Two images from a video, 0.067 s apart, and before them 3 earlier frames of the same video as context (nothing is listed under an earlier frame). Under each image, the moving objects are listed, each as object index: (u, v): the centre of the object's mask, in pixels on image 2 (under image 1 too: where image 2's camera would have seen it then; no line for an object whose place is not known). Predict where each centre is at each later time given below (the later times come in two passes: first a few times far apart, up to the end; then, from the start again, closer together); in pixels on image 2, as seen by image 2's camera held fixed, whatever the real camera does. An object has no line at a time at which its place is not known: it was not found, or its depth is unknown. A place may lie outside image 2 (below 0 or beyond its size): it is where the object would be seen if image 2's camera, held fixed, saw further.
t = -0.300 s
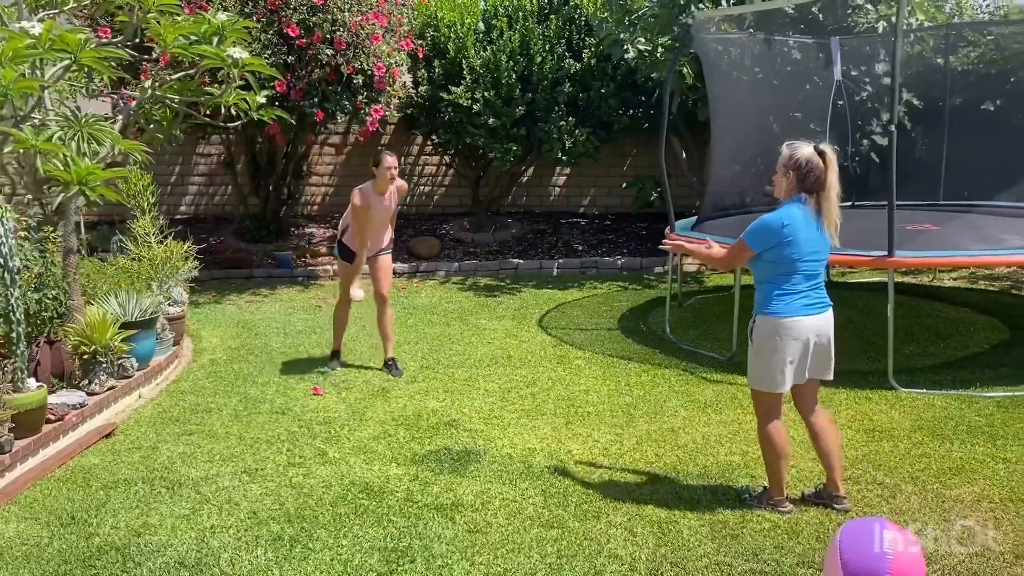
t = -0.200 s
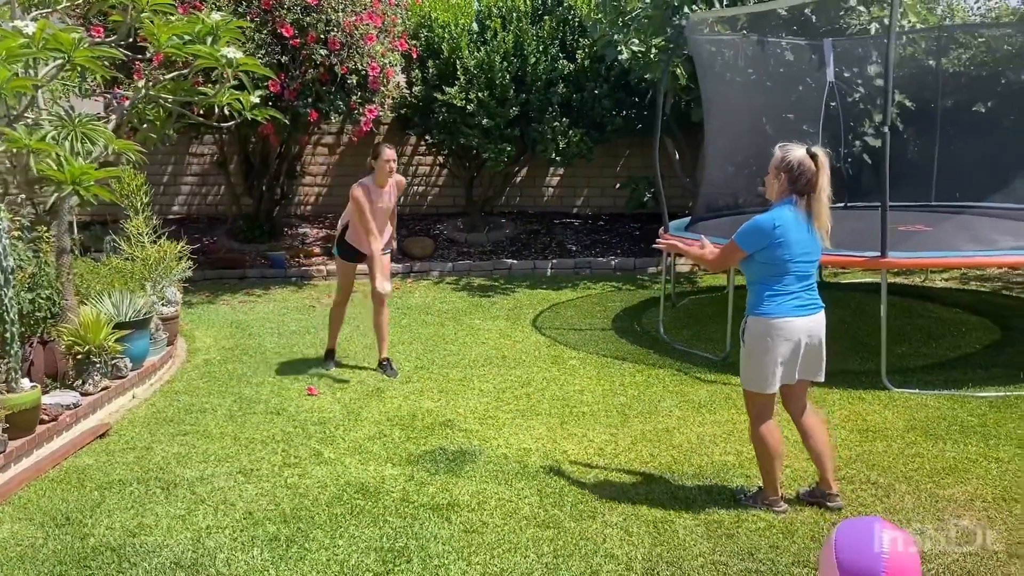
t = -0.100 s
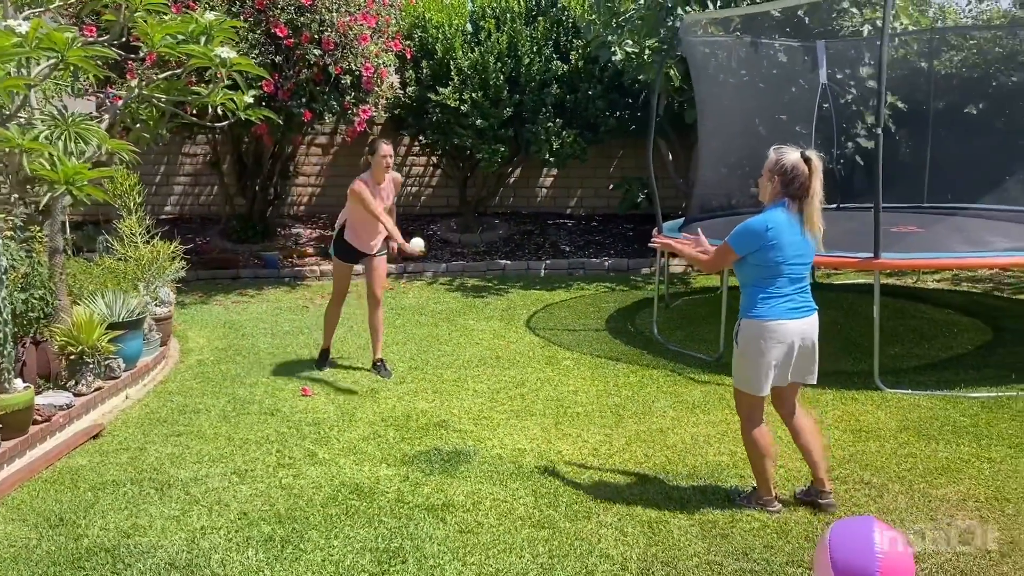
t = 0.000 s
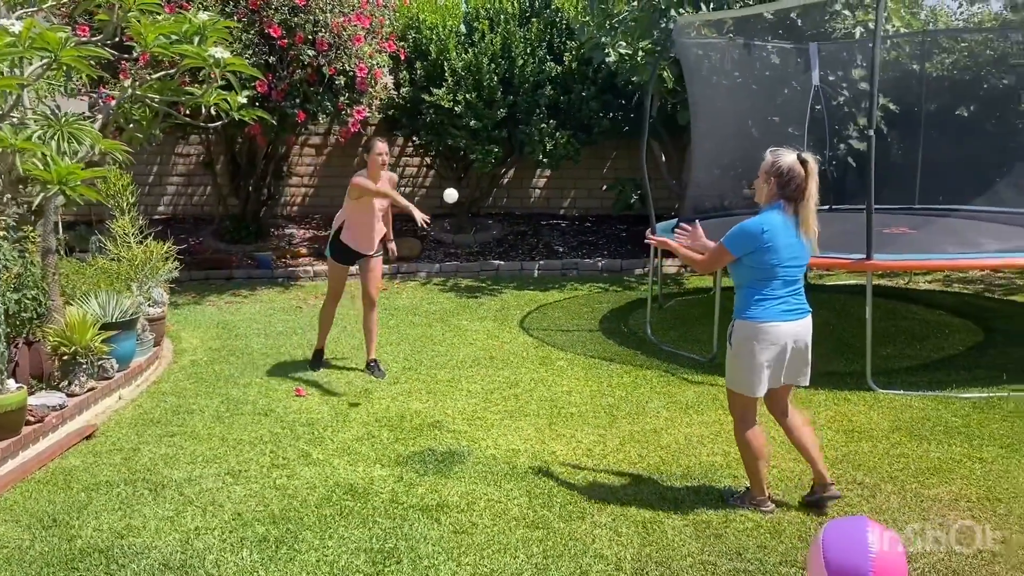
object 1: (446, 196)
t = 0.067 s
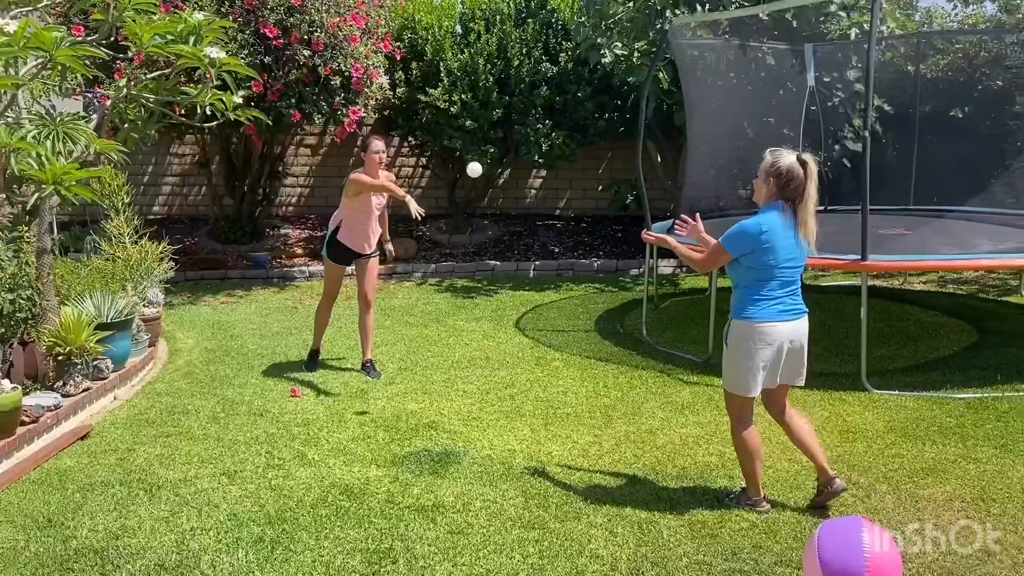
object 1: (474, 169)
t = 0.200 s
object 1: (535, 135)
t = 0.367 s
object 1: (619, 136)
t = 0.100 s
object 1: (489, 158)
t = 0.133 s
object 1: (504, 149)
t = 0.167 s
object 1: (519, 141)
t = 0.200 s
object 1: (535, 135)
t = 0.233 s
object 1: (551, 131)
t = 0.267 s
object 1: (568, 129)
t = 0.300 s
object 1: (585, 129)
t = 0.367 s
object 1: (619, 136)
